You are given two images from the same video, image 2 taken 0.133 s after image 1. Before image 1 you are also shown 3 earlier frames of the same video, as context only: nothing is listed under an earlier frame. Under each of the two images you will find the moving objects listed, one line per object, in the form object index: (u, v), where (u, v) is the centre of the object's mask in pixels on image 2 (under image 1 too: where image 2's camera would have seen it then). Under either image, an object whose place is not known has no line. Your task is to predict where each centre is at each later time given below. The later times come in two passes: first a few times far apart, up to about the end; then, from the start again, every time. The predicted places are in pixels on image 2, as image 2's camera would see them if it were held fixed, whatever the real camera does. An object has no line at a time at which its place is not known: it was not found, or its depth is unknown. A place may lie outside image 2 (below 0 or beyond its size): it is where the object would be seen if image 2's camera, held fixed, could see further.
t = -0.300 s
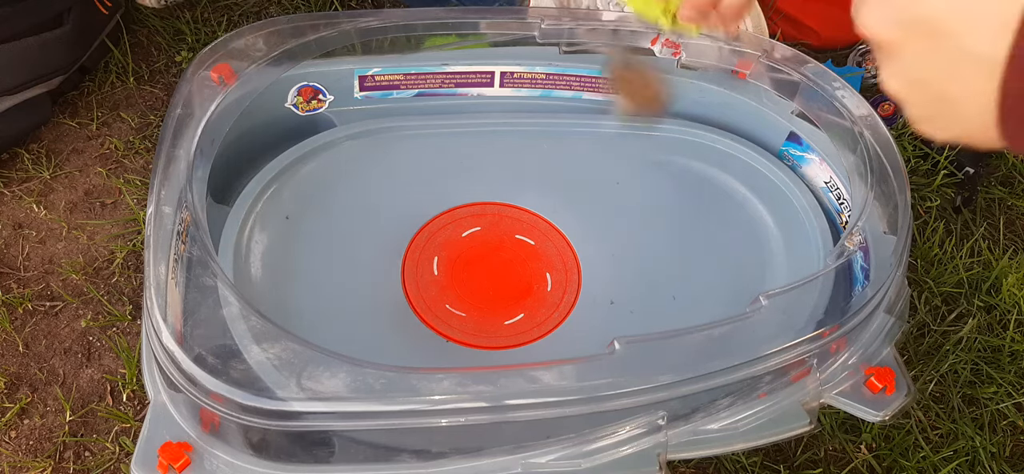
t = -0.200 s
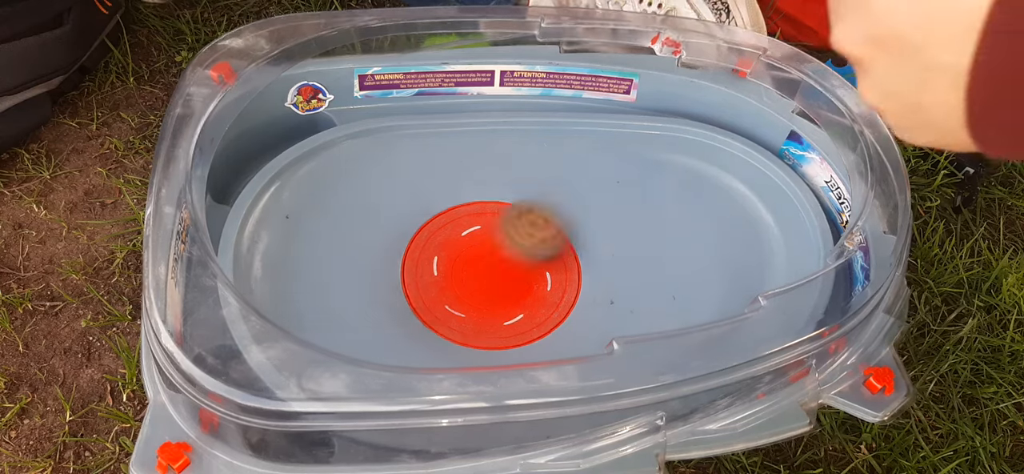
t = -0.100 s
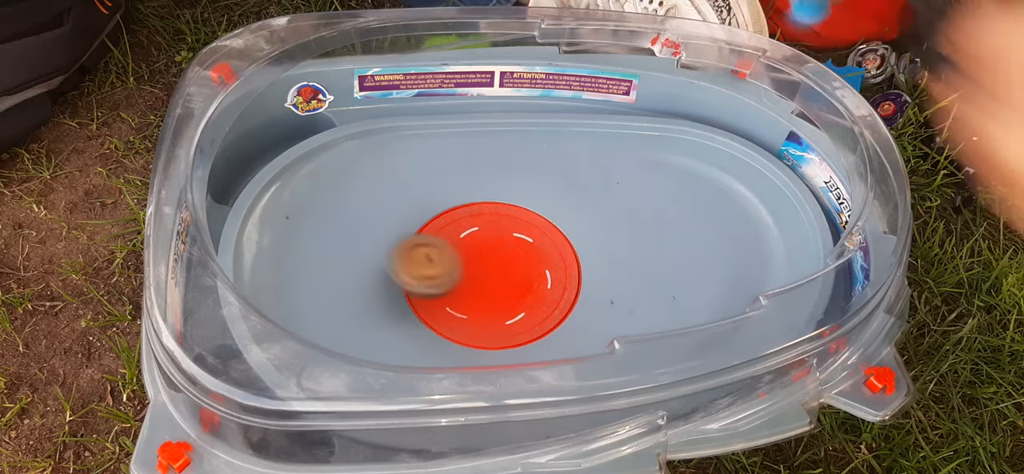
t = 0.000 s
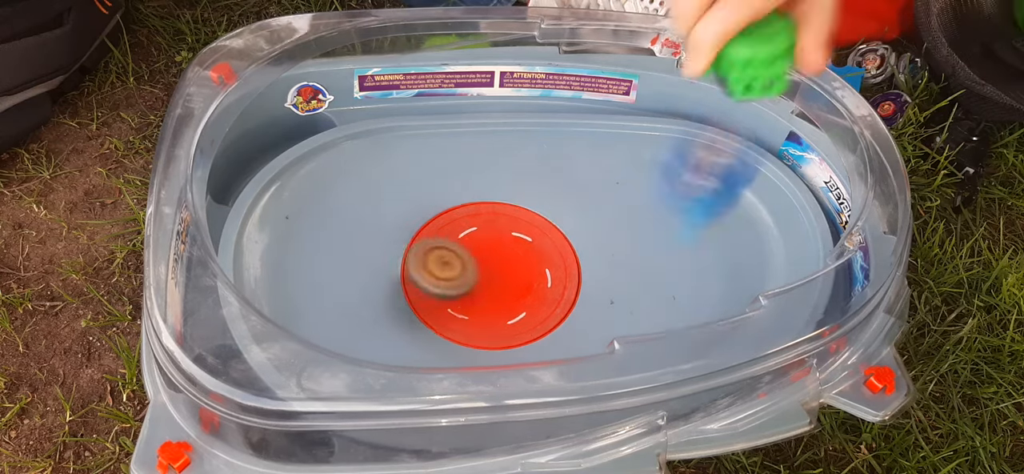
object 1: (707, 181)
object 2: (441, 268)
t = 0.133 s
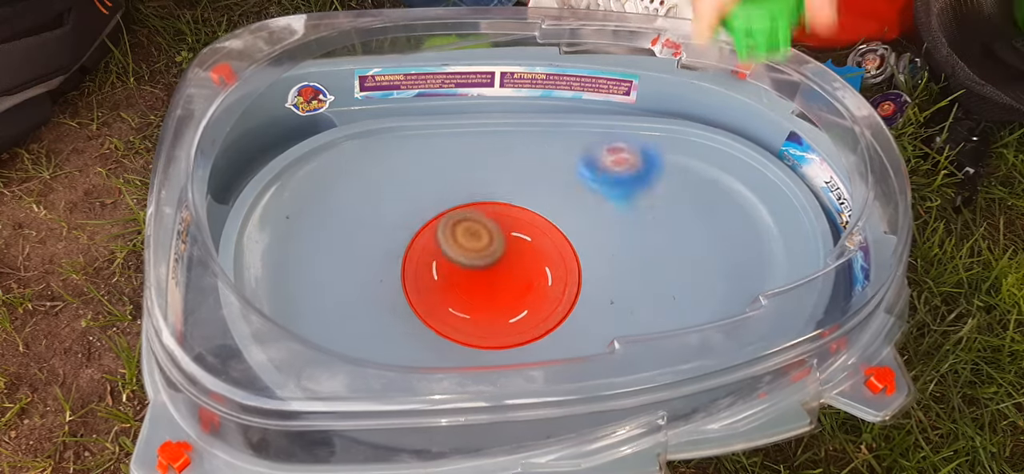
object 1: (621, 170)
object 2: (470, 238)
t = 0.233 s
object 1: (567, 120)
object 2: (467, 203)
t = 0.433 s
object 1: (630, 268)
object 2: (364, 117)
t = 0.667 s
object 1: (720, 192)
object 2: (236, 168)
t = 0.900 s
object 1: (660, 145)
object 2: (244, 163)
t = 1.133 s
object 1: (628, 185)
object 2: (329, 106)
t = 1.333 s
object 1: (668, 192)
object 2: (303, 116)
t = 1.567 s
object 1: (731, 152)
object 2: (341, 106)
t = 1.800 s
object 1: (758, 172)
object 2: (338, 109)
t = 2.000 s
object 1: (724, 225)
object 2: (405, 113)
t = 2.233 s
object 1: (599, 229)
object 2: (502, 217)
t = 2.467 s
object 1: (656, 283)
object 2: (377, 299)
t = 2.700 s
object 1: (619, 311)
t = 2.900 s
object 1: (500, 292)
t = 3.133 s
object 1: (460, 202)
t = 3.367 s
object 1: (535, 203)
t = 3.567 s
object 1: (526, 241)
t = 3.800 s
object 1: (471, 238)
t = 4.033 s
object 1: (463, 215)
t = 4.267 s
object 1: (495, 230)
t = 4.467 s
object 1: (500, 263)
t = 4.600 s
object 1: (497, 274)
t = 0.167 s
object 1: (605, 142)
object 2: (472, 228)
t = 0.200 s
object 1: (586, 125)
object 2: (472, 216)
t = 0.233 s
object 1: (567, 120)
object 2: (467, 203)
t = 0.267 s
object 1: (544, 129)
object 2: (463, 190)
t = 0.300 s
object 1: (521, 151)
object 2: (460, 184)
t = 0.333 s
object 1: (500, 178)
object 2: (449, 181)
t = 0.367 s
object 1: (529, 208)
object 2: (432, 166)
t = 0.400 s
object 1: (581, 247)
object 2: (397, 135)
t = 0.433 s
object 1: (630, 268)
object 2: (364, 117)
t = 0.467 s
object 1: (681, 297)
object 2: (331, 108)
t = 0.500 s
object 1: (738, 318)
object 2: (300, 109)
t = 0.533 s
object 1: (758, 316)
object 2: (284, 116)
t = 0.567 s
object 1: (739, 282)
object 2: (270, 129)
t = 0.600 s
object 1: (735, 248)
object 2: (258, 149)
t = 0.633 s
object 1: (727, 220)
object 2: (243, 159)
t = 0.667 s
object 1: (720, 192)
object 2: (236, 168)
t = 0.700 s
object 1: (718, 167)
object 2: (238, 176)
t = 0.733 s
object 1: (717, 140)
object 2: (235, 177)
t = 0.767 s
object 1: (716, 121)
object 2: (232, 180)
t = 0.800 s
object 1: (701, 126)
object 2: (238, 180)
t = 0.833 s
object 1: (686, 132)
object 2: (240, 175)
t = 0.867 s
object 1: (672, 140)
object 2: (241, 170)
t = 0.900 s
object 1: (660, 145)
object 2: (244, 163)
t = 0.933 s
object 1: (650, 152)
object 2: (249, 155)
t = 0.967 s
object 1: (641, 158)
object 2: (256, 145)
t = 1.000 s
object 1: (634, 164)
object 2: (267, 134)
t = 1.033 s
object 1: (629, 170)
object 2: (279, 124)
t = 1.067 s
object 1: (626, 176)
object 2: (291, 111)
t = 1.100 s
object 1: (626, 181)
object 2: (310, 106)
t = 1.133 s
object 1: (628, 185)
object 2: (329, 106)
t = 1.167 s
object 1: (631, 188)
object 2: (344, 105)
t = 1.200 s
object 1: (636, 191)
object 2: (339, 106)
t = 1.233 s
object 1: (642, 193)
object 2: (326, 108)
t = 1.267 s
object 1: (649, 193)
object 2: (315, 112)
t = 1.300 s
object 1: (659, 193)
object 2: (307, 114)
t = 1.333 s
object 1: (668, 192)
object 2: (303, 116)
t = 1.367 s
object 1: (677, 189)
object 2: (302, 118)
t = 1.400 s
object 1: (687, 185)
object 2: (303, 120)
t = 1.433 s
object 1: (697, 181)
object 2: (307, 119)
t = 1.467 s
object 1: (708, 176)
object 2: (311, 114)
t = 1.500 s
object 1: (716, 170)
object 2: (319, 110)
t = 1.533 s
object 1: (725, 161)
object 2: (330, 107)
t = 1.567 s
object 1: (731, 152)
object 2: (341, 106)
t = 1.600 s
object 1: (735, 148)
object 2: (343, 106)
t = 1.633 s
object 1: (739, 148)
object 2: (337, 106)
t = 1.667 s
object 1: (743, 150)
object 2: (332, 107)
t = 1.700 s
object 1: (749, 154)
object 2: (328, 108)
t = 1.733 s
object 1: (753, 159)
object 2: (329, 109)
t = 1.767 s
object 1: (756, 164)
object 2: (332, 109)
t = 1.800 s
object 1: (758, 172)
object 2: (338, 109)
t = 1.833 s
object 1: (757, 184)
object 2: (347, 108)
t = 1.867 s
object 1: (754, 199)
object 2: (360, 105)
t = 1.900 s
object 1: (749, 210)
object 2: (369, 103)
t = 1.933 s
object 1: (742, 218)
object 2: (378, 103)
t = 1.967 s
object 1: (733, 223)
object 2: (390, 107)
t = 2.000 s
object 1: (724, 225)
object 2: (405, 113)
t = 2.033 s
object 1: (712, 225)
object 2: (422, 127)
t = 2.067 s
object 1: (697, 226)
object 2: (438, 139)
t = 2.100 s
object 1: (681, 225)
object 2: (454, 154)
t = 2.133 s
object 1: (662, 225)
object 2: (468, 167)
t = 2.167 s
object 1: (641, 226)
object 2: (481, 182)
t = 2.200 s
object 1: (620, 227)
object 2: (492, 201)
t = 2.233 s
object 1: (599, 229)
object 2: (502, 217)
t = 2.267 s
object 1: (577, 235)
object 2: (507, 231)
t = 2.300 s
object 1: (600, 241)
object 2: (475, 238)
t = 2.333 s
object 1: (618, 250)
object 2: (442, 250)
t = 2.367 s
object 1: (633, 260)
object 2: (419, 261)
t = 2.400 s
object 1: (643, 268)
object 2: (400, 272)
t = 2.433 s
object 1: (650, 276)
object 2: (386, 285)
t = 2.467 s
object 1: (656, 283)
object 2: (377, 299)
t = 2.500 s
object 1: (658, 290)
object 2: (373, 316)
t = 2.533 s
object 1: (658, 296)
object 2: (375, 331)
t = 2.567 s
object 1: (655, 300)
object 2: (380, 349)
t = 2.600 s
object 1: (650, 304)
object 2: (386, 364)
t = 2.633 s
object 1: (642, 307)
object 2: (392, 373)
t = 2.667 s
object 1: (632, 309)
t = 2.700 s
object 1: (619, 311)
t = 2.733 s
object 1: (604, 312)
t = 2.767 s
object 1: (588, 312)
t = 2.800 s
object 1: (568, 309)
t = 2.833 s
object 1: (544, 306)
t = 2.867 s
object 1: (521, 301)
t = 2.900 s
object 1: (500, 292)
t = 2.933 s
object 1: (482, 281)
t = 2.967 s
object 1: (469, 269)
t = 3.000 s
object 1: (459, 255)
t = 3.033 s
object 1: (454, 242)
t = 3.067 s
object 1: (453, 229)
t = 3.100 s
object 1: (455, 215)
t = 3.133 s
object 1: (460, 202)
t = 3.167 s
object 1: (467, 189)
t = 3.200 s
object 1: (479, 188)
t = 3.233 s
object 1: (495, 190)
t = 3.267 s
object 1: (509, 190)
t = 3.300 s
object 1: (521, 195)
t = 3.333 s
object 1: (529, 199)
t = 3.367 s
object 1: (535, 203)
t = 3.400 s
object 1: (538, 208)
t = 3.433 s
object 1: (540, 215)
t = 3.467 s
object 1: (540, 222)
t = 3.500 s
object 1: (537, 230)
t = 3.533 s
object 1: (532, 236)
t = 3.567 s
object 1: (526, 241)
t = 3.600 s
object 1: (519, 244)
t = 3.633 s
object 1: (510, 246)
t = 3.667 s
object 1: (501, 247)
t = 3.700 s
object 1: (493, 246)
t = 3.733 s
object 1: (486, 244)
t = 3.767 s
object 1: (478, 241)
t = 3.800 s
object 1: (471, 238)
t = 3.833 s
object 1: (466, 235)
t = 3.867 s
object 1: (461, 231)
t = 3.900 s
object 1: (459, 227)
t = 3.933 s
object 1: (459, 223)
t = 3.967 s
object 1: (460, 219)
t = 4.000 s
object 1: (462, 216)
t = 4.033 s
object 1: (463, 215)
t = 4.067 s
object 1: (465, 215)
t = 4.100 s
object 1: (469, 216)
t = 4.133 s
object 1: (475, 217)
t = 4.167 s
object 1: (480, 219)
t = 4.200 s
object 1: (486, 222)
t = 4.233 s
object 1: (491, 226)
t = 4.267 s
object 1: (495, 230)
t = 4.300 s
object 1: (499, 235)
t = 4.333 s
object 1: (501, 242)
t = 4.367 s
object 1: (501, 247)
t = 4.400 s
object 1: (501, 252)
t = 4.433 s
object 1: (501, 258)
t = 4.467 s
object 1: (500, 263)
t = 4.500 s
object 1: (500, 266)
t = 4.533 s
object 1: (500, 270)
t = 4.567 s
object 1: (498, 272)
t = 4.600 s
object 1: (497, 274)
